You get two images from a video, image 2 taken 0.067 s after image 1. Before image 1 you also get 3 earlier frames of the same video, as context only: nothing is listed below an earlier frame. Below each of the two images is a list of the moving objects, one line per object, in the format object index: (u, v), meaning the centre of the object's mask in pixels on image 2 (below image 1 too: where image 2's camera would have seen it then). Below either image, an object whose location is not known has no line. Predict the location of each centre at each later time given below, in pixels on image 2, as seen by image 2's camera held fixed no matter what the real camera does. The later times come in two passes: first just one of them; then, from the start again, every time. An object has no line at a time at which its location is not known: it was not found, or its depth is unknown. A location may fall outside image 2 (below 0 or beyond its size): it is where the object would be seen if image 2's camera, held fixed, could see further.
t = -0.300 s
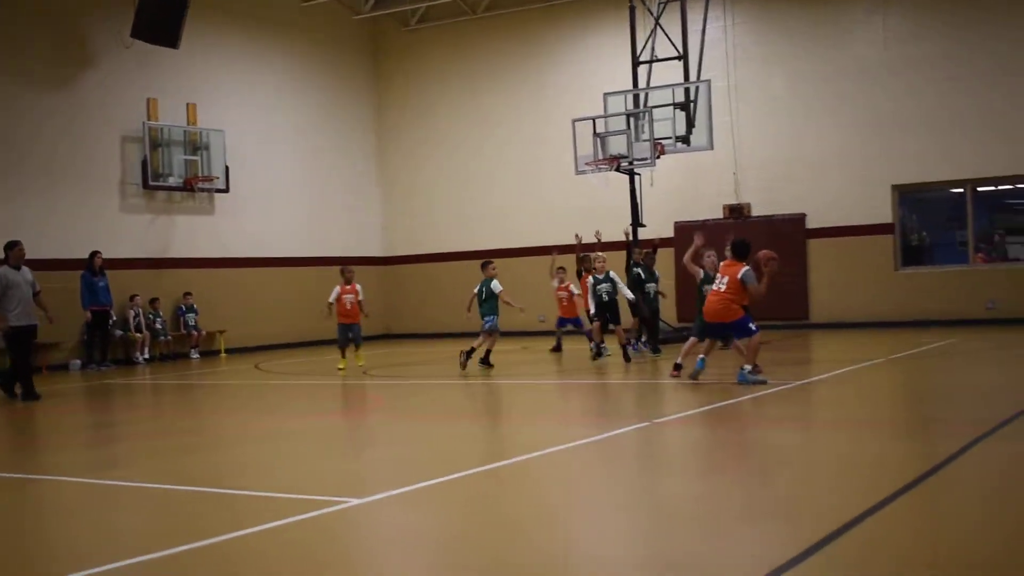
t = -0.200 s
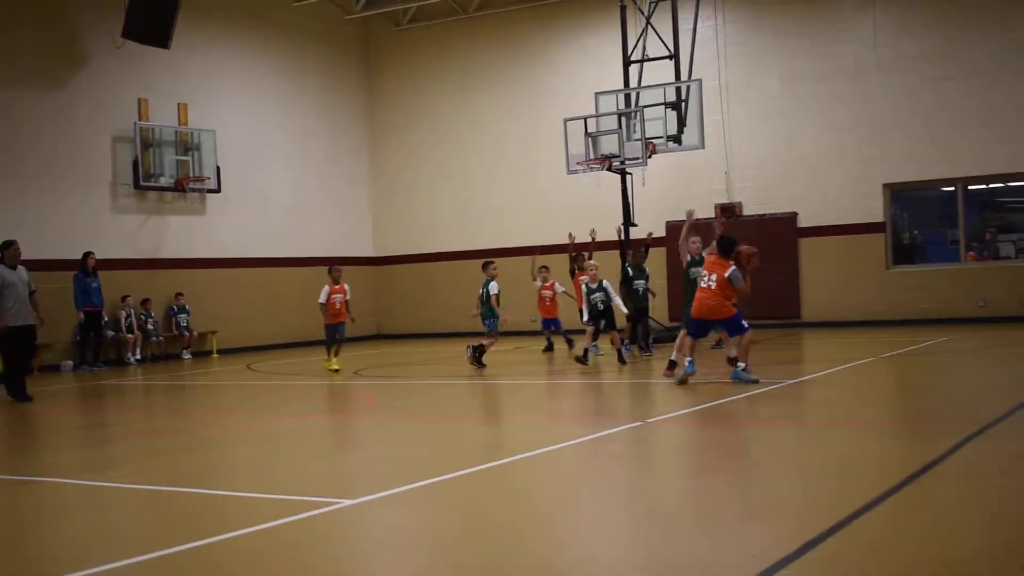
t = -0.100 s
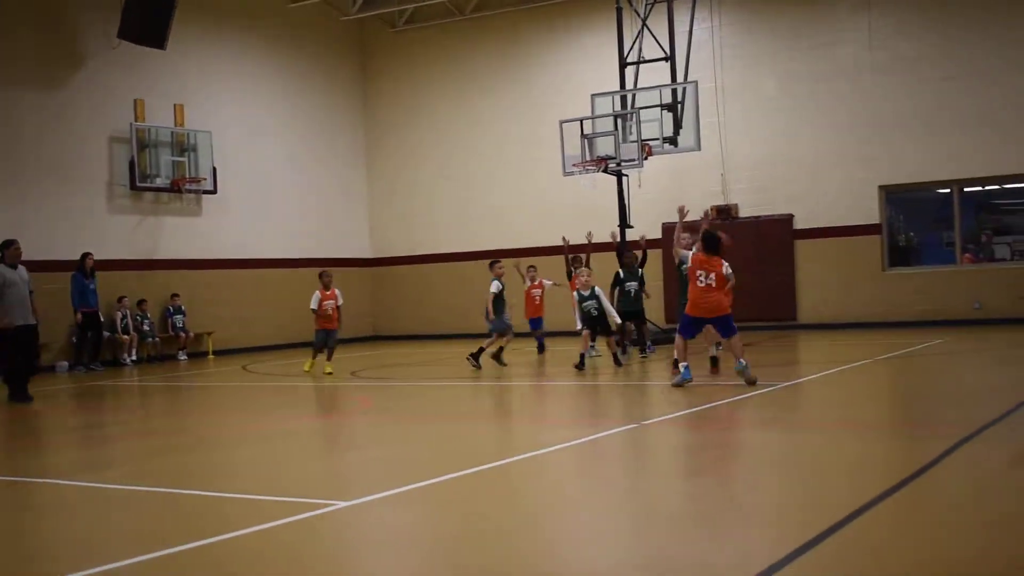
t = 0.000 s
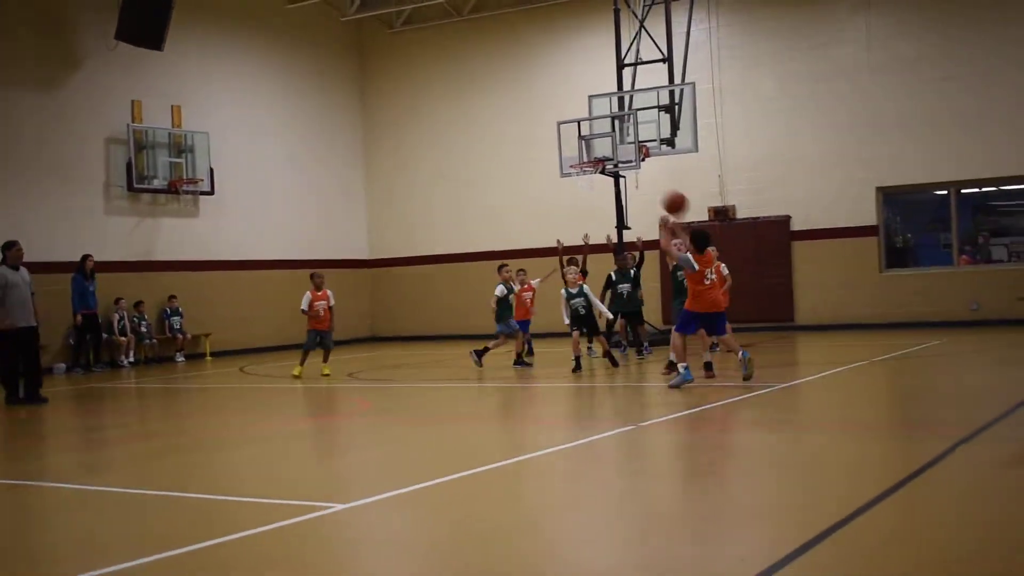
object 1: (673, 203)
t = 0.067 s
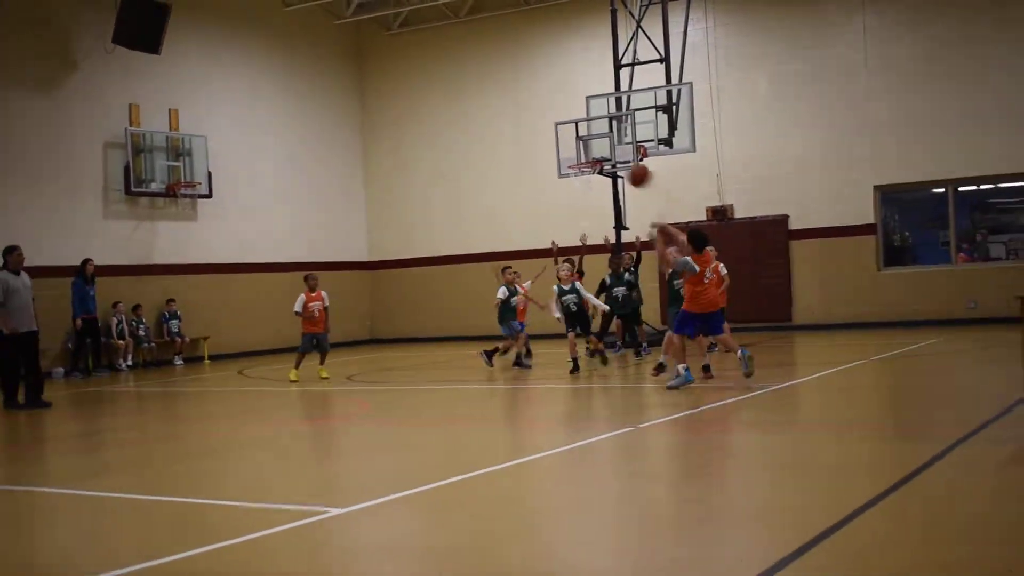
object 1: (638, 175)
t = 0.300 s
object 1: (531, 118)
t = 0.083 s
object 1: (630, 169)
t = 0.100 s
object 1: (622, 164)
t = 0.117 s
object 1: (614, 158)
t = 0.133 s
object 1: (603, 155)
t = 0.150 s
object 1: (595, 149)
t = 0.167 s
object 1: (588, 144)
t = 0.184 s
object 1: (581, 140)
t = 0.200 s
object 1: (573, 136)
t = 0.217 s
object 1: (566, 132)
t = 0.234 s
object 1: (558, 128)
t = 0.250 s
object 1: (552, 126)
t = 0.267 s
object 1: (545, 122)
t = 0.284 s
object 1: (537, 120)
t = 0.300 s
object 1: (531, 118)
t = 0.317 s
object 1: (524, 117)
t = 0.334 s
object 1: (517, 115)
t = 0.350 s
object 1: (511, 113)
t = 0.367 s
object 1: (504, 113)
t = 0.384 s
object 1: (498, 112)
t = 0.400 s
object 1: (491, 112)
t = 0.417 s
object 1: (484, 111)
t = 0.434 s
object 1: (478, 112)
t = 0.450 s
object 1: (471, 112)
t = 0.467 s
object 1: (465, 113)
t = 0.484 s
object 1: (458, 114)
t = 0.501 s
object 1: (452, 114)
